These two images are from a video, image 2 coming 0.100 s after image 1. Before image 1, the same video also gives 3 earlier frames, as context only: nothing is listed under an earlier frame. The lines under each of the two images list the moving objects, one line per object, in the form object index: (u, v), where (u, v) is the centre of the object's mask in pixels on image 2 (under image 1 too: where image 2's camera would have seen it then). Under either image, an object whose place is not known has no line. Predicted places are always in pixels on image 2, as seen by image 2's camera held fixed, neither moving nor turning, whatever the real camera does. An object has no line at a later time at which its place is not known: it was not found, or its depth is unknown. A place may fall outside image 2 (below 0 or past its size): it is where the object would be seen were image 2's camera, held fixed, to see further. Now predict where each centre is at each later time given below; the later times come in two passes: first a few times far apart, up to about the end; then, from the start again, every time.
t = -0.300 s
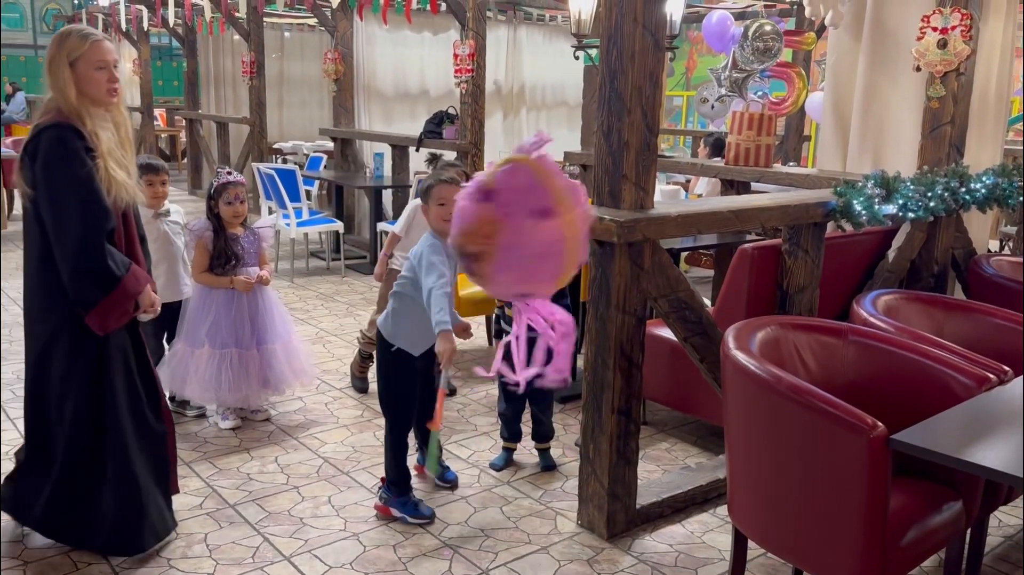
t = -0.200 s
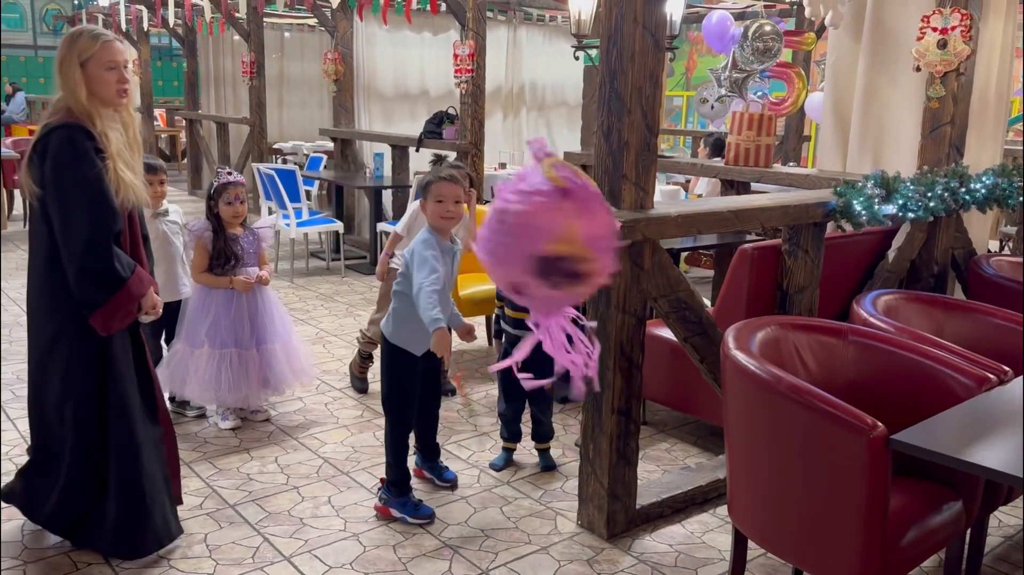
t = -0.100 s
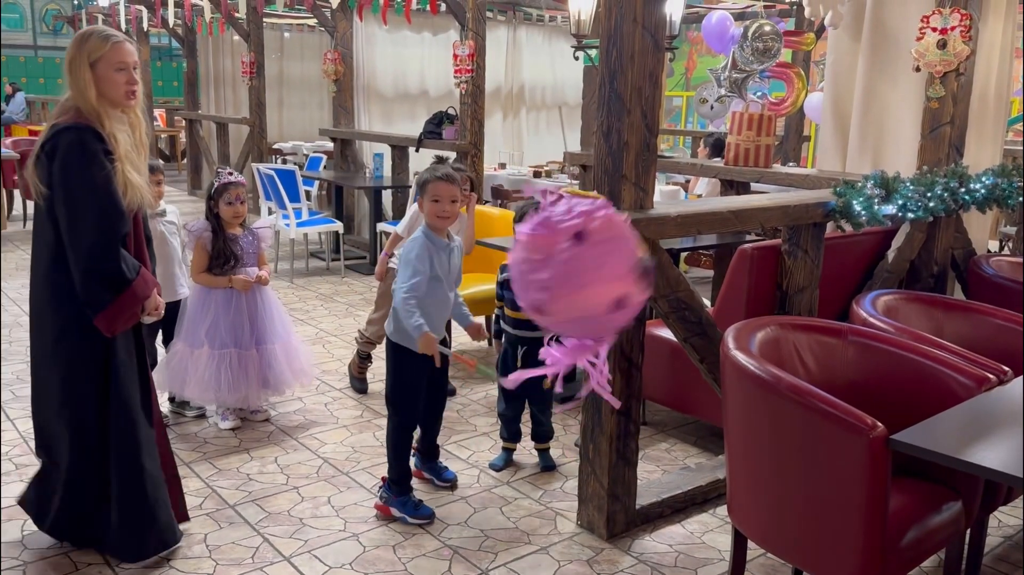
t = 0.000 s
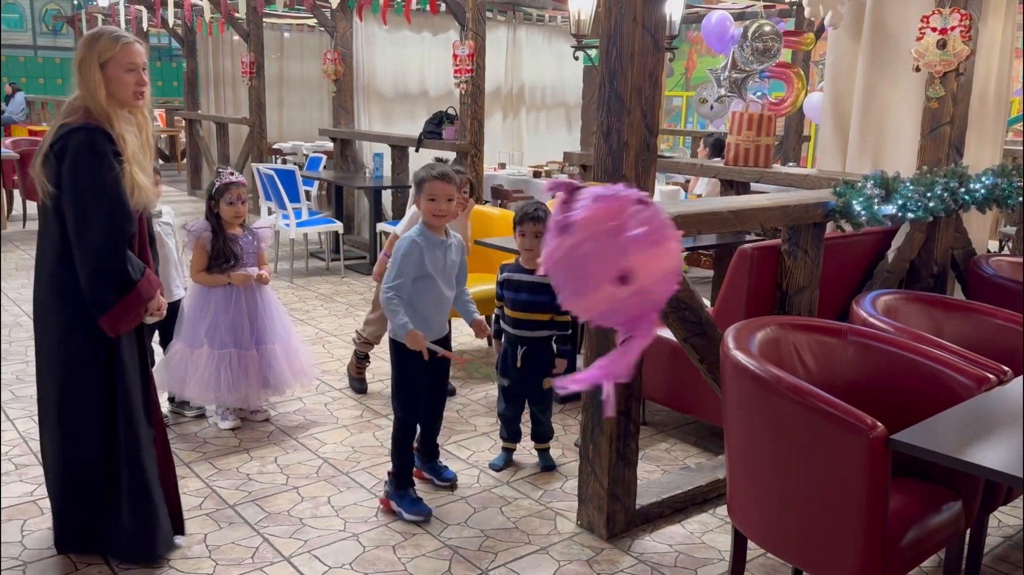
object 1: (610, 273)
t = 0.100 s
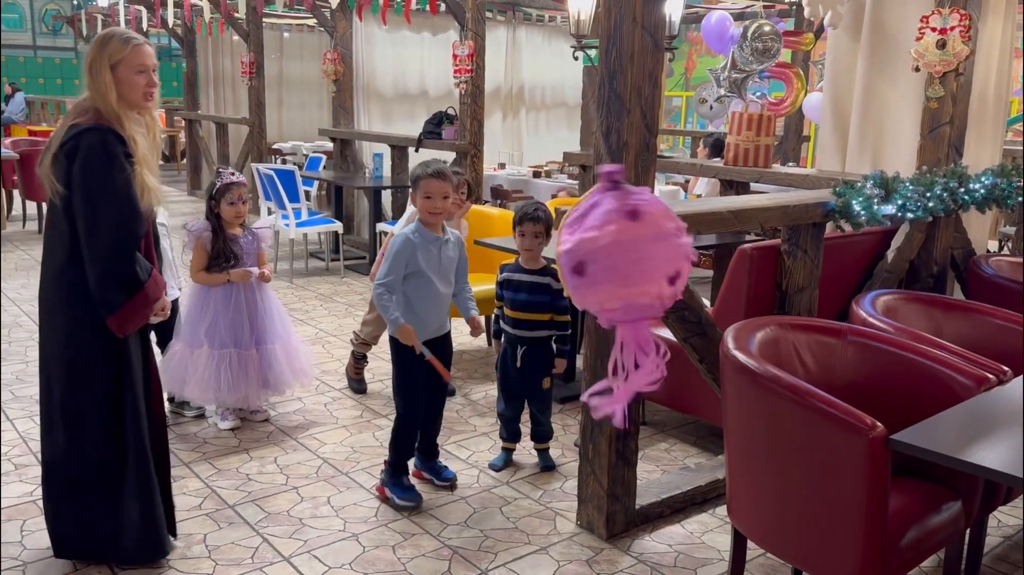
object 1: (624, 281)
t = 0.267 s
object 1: (622, 291)
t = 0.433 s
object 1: (603, 295)
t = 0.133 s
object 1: (625, 283)
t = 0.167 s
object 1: (626, 285)
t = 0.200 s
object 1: (624, 286)
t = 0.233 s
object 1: (623, 288)
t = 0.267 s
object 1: (622, 291)
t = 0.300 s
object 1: (618, 289)
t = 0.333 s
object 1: (612, 287)
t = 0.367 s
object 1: (607, 288)
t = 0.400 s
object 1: (605, 293)
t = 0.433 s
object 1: (603, 295)
